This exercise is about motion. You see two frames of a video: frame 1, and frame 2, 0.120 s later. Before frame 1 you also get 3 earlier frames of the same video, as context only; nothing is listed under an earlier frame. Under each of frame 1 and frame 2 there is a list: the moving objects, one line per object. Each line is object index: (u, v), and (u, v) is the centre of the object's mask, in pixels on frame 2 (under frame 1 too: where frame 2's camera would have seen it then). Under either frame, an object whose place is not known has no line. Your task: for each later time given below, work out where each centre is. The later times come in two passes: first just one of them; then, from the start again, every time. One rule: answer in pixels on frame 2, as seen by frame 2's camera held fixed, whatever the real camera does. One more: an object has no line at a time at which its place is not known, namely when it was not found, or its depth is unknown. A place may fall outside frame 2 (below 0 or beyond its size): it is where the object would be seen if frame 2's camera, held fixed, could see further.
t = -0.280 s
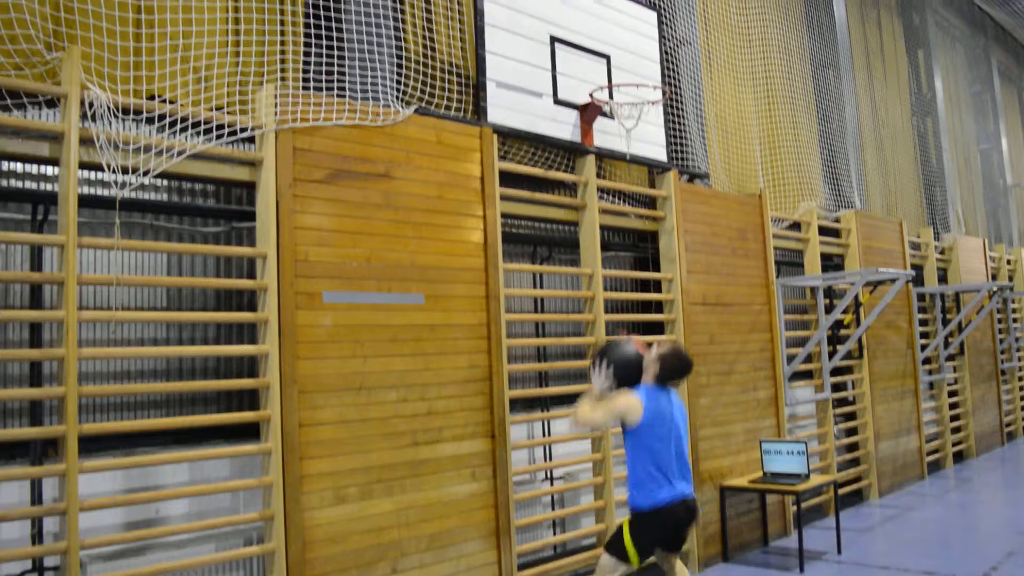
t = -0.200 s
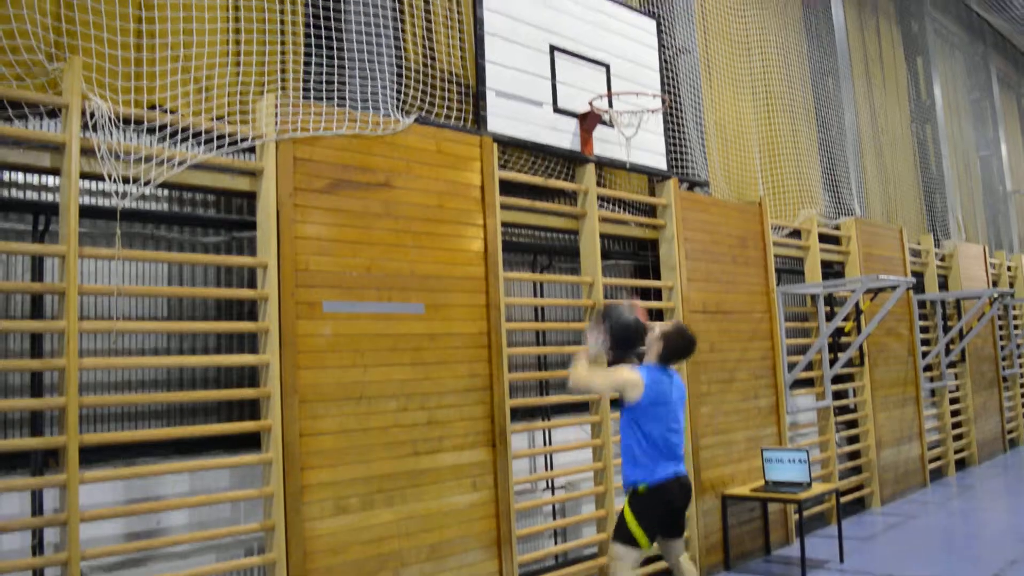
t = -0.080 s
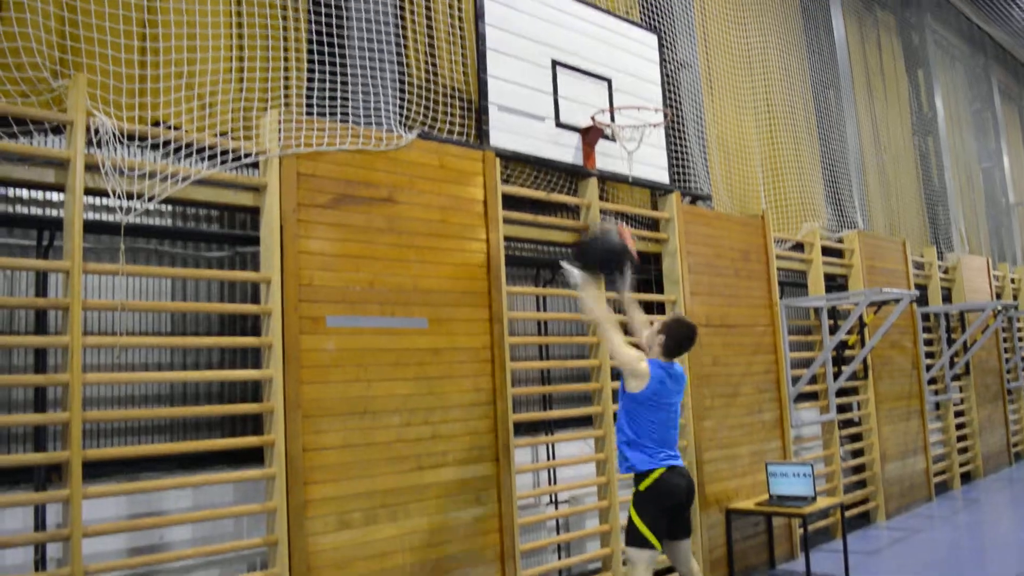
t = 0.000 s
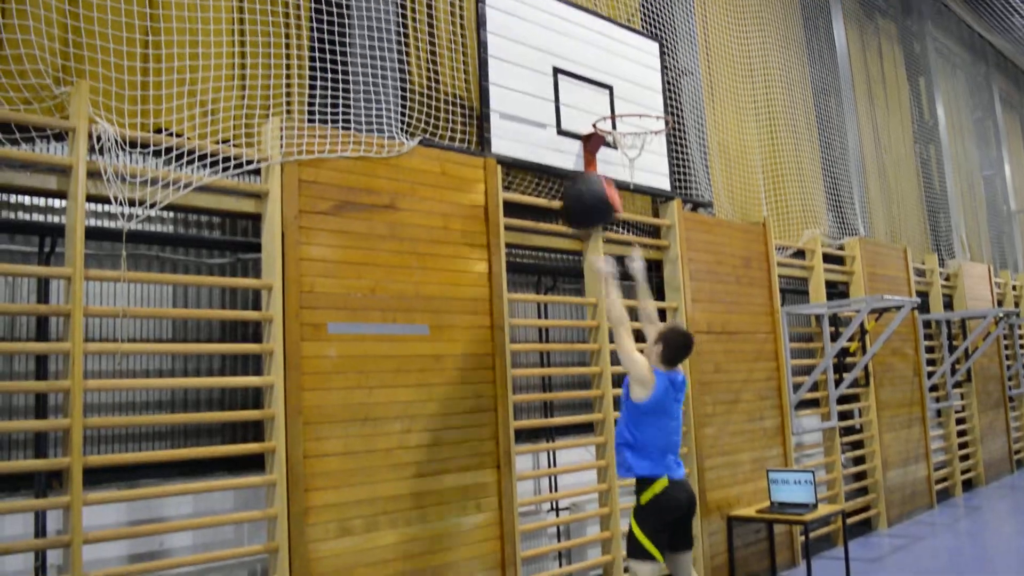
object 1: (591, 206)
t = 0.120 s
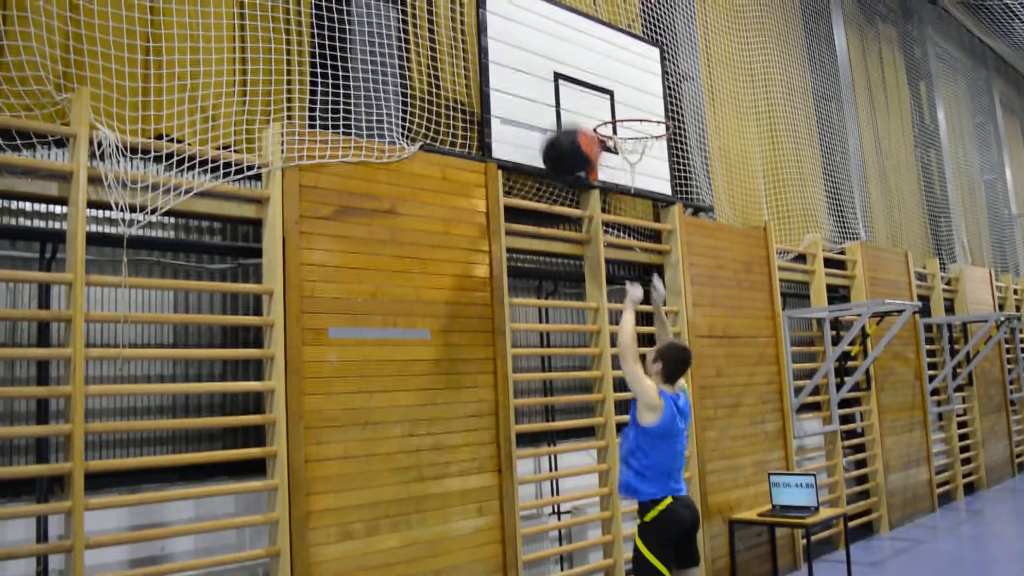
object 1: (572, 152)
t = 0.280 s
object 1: (548, 115)
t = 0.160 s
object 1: (564, 138)
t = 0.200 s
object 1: (559, 127)
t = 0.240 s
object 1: (553, 120)
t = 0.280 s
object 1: (548, 115)
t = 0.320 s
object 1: (547, 111)
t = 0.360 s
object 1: (550, 108)
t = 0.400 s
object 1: (553, 109)
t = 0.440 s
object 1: (557, 113)
